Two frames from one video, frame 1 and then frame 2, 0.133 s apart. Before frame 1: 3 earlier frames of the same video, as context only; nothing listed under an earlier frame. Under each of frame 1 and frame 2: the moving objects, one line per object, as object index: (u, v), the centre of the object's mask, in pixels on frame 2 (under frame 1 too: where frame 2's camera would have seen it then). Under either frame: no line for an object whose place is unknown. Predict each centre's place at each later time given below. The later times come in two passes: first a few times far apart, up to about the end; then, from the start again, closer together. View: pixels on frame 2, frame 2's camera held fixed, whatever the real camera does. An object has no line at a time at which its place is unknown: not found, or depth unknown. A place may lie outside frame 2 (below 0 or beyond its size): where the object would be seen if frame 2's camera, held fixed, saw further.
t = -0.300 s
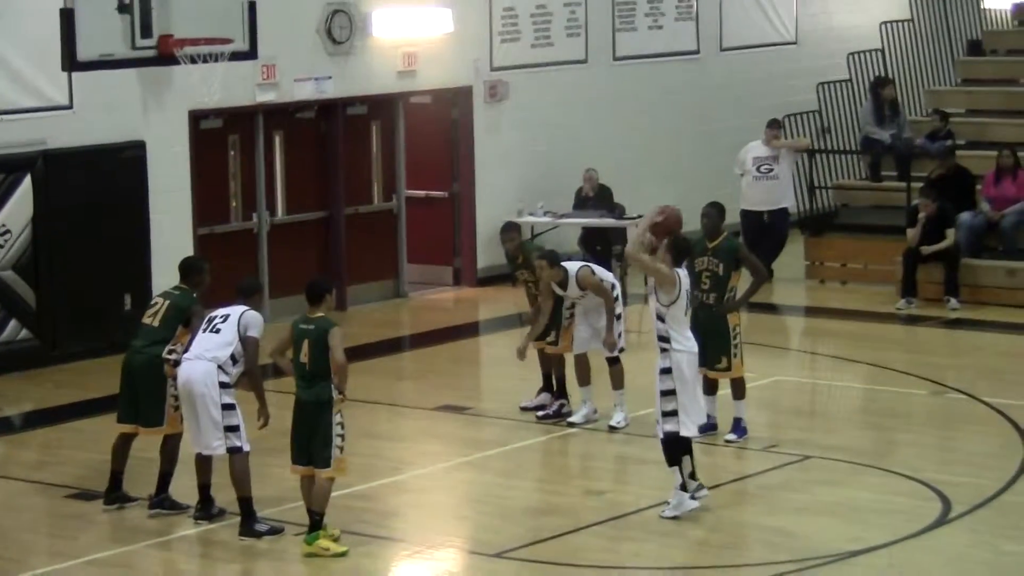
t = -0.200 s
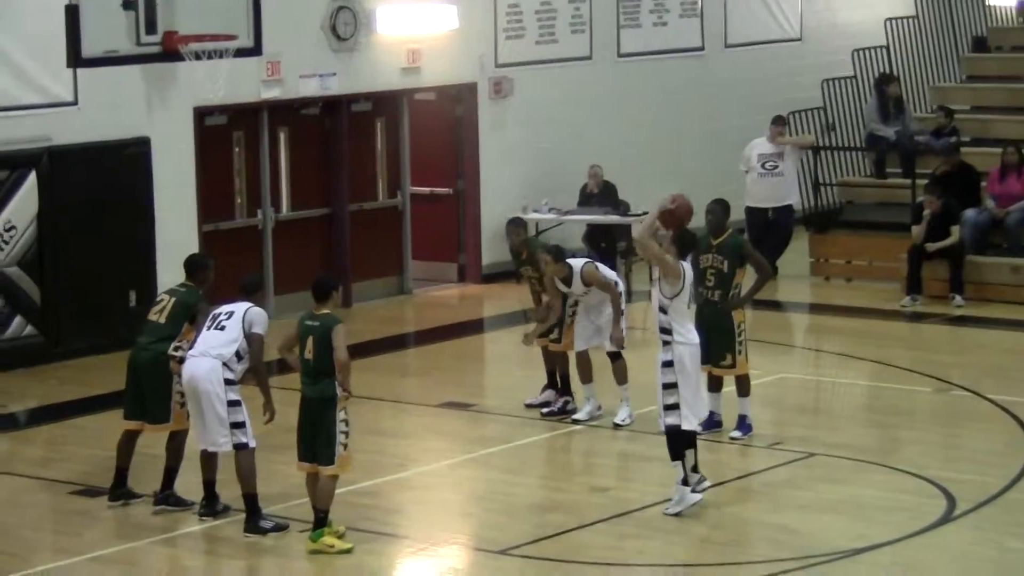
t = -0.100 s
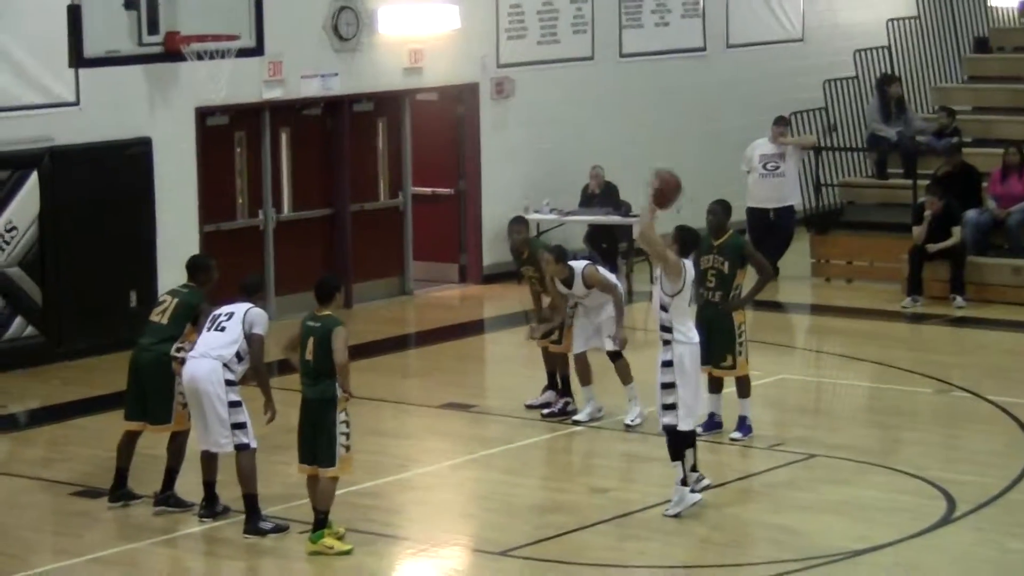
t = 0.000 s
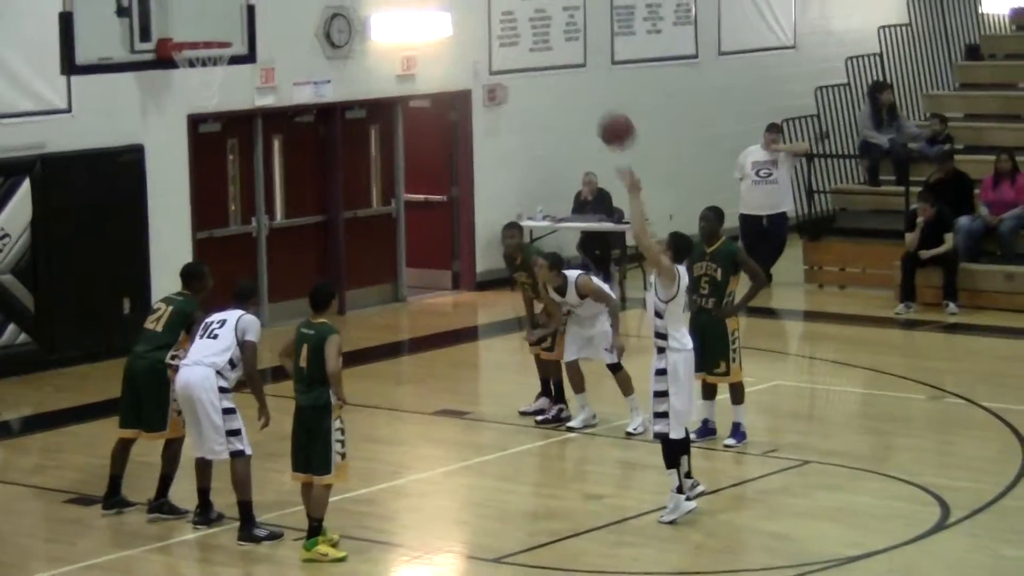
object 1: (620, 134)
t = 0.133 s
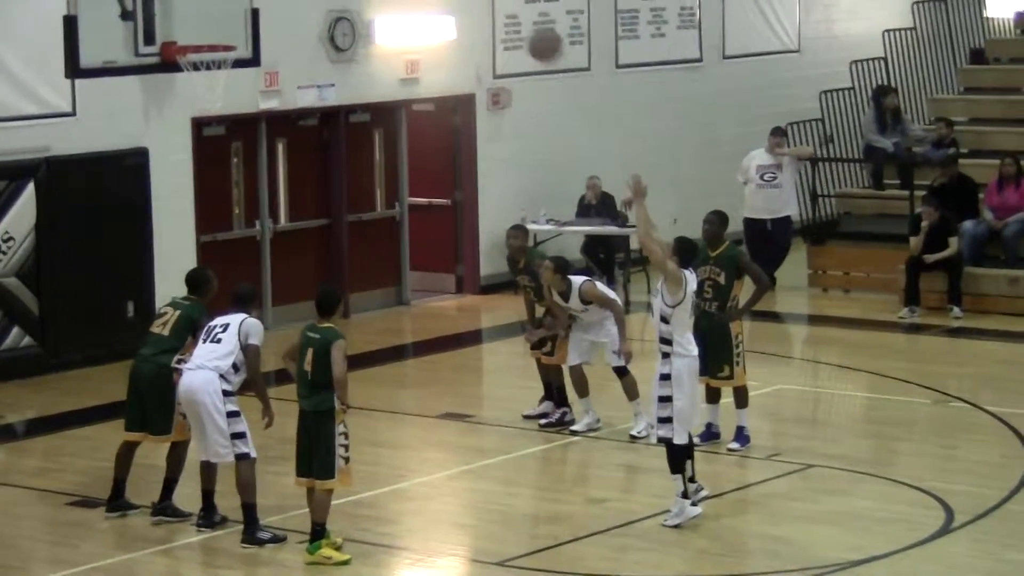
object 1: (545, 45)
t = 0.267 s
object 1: (473, 0)
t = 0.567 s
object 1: (324, -54)
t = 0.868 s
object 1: (195, 32)
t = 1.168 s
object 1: (226, 24)
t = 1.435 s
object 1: (237, 75)
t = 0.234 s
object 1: (490, 5)
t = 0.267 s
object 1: (473, 0)
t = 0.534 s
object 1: (339, -49)
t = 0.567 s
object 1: (324, -54)
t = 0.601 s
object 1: (308, -50)
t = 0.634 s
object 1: (293, -44)
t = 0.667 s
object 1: (279, -37)
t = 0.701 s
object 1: (264, -30)
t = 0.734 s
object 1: (250, -20)
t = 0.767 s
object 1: (236, -9)
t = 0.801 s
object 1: (222, 3)
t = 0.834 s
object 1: (208, 17)
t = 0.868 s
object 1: (195, 32)
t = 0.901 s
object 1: (190, 40)
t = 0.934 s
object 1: (194, 41)
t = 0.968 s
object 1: (204, 41)
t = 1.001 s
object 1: (217, 39)
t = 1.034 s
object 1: (222, 34)
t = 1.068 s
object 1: (222, 30)
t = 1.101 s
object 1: (223, 26)
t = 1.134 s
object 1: (225, 25)
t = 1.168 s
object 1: (226, 24)
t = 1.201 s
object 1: (227, 26)
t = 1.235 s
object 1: (228, 28)
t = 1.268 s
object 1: (229, 32)
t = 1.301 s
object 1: (231, 37)
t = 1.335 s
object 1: (233, 44)
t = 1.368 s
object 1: (235, 53)
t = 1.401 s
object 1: (235, 63)
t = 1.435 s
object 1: (237, 75)
